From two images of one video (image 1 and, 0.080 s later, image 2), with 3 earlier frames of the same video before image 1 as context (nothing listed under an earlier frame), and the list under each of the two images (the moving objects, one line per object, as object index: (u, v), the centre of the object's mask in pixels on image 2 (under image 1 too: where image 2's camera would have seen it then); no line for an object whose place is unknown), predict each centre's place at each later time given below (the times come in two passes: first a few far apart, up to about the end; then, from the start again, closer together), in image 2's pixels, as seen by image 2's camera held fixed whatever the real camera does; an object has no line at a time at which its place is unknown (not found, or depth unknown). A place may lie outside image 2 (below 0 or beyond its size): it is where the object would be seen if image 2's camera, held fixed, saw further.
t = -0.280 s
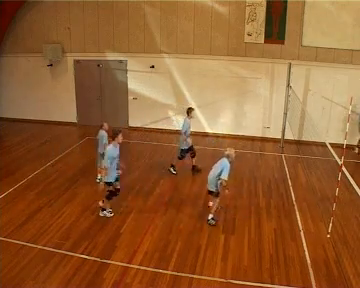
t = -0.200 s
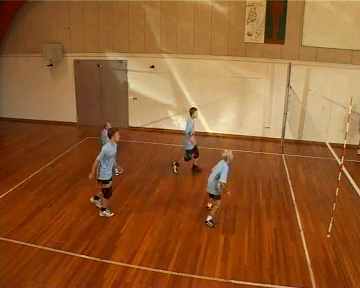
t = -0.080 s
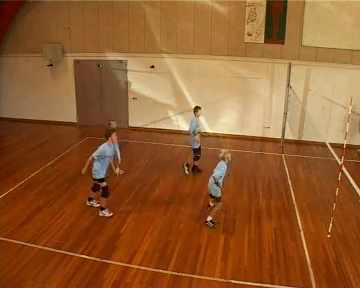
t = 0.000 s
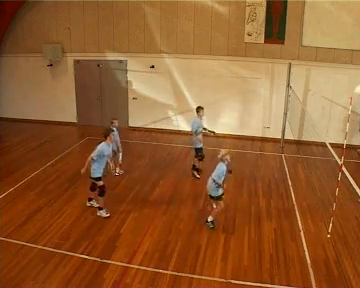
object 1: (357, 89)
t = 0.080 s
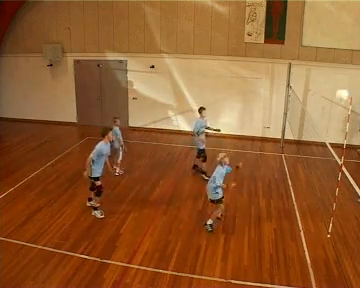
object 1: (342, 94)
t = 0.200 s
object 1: (311, 107)
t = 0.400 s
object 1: (255, 151)
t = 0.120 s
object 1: (332, 98)
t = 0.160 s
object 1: (321, 102)
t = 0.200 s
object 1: (311, 107)
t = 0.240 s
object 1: (300, 114)
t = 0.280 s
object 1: (289, 122)
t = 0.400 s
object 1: (255, 151)
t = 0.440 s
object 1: (245, 161)
